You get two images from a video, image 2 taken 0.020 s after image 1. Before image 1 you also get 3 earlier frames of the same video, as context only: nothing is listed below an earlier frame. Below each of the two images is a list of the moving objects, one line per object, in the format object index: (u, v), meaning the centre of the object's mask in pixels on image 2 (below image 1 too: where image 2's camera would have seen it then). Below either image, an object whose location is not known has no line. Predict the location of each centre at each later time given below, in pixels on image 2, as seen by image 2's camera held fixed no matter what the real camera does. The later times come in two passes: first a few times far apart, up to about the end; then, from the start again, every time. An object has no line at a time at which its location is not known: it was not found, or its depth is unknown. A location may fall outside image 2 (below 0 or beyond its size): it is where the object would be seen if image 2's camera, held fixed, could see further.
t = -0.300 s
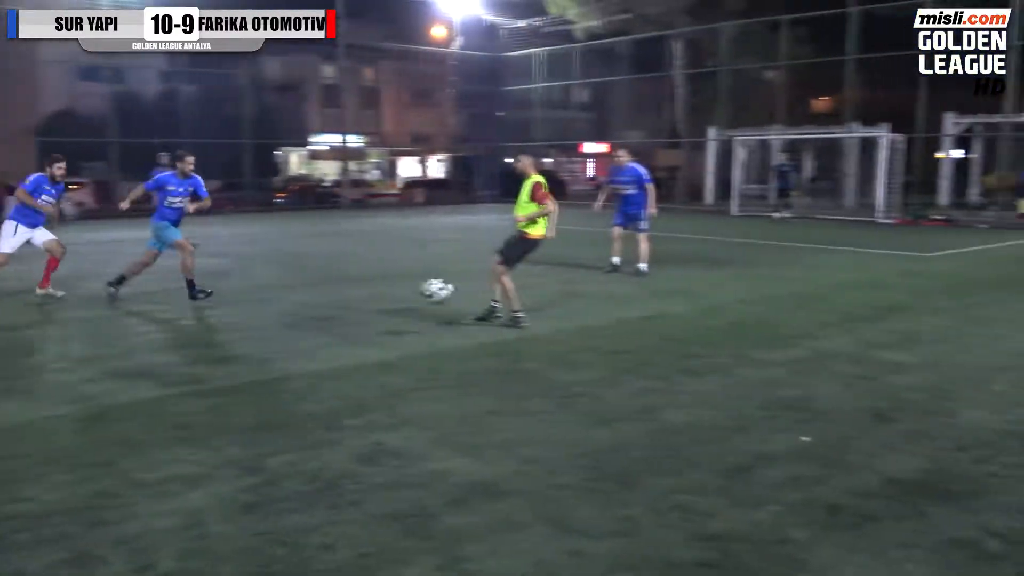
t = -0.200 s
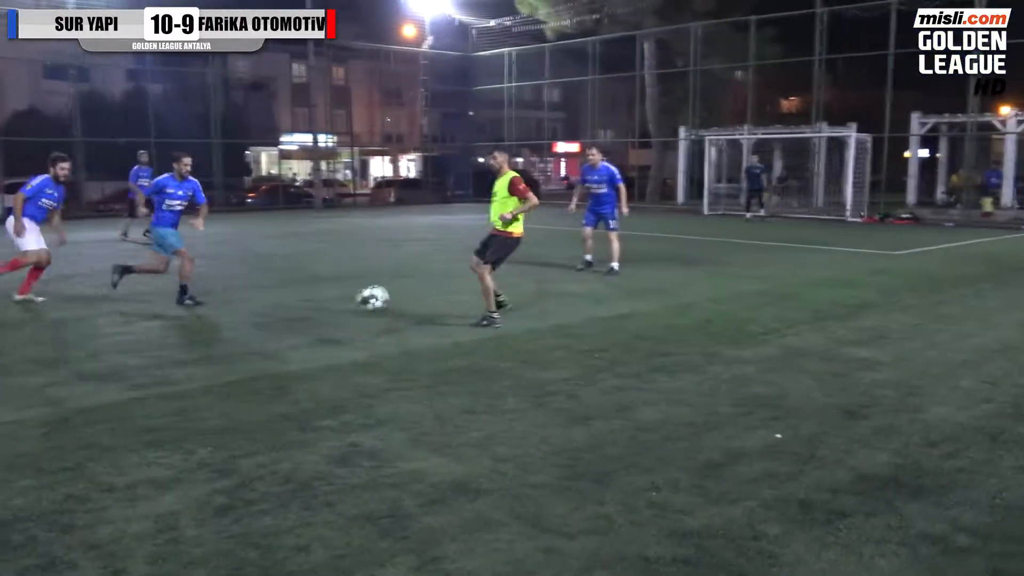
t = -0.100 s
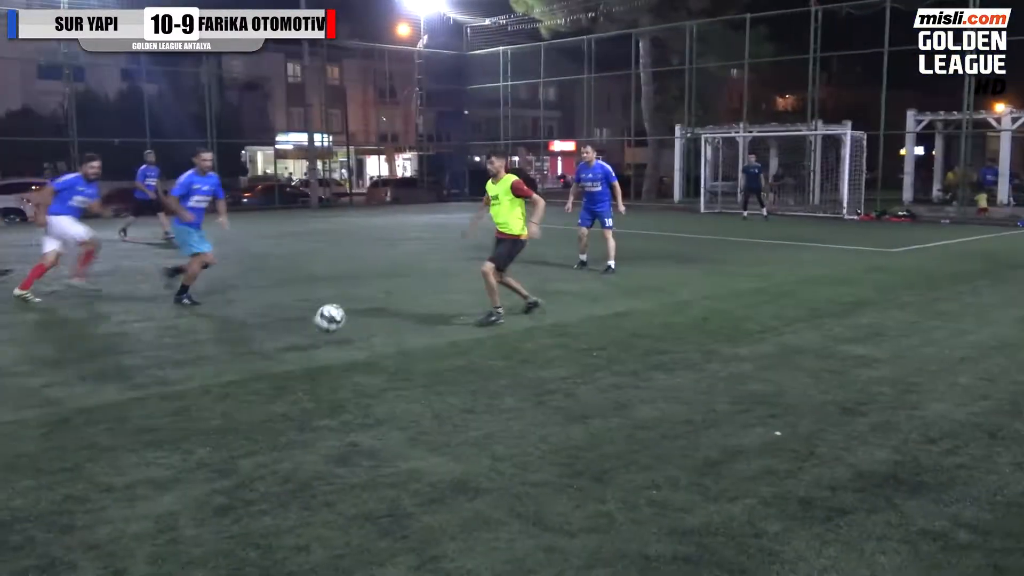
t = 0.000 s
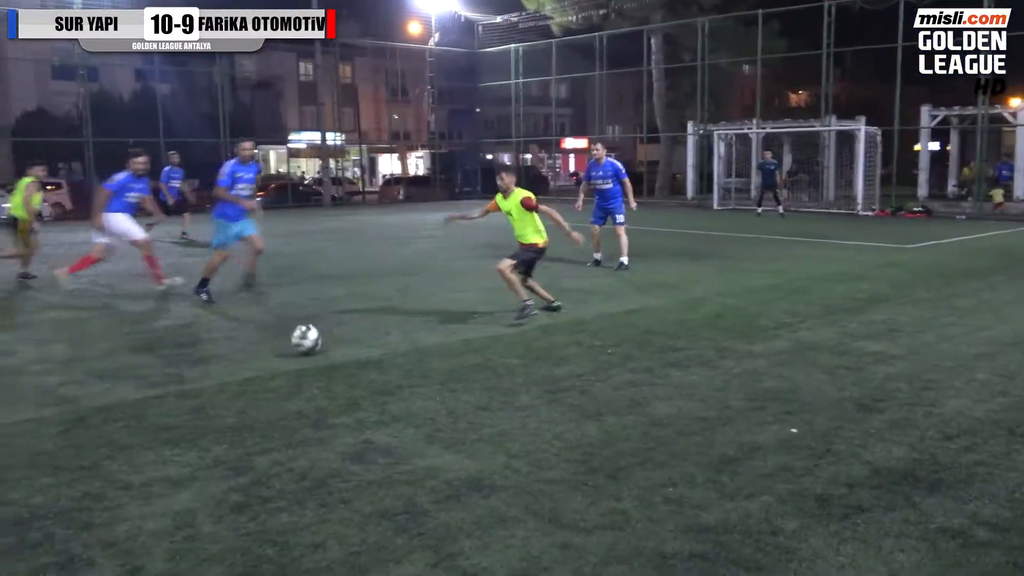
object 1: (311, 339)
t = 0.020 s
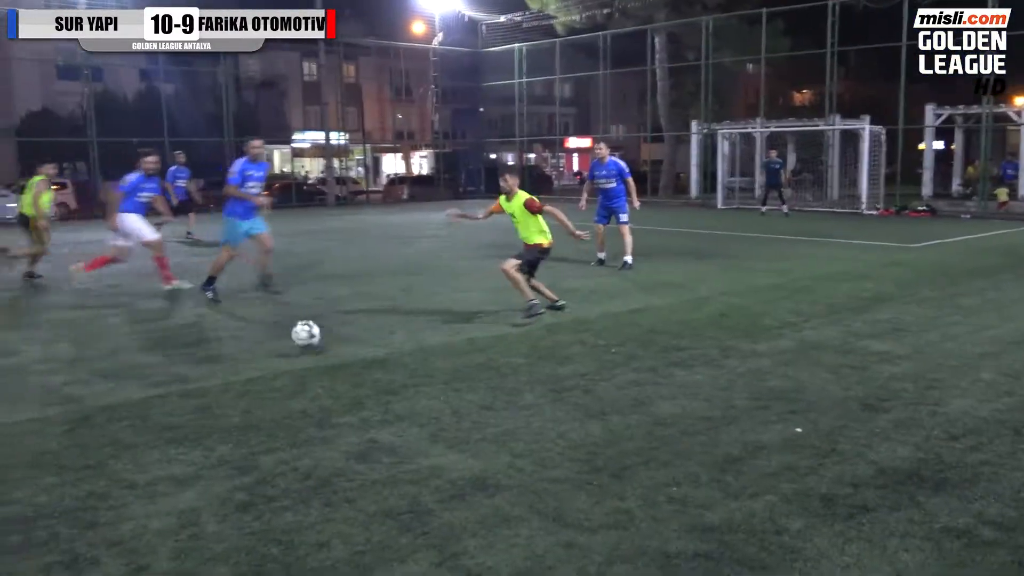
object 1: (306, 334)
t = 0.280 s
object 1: (248, 336)
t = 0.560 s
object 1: (178, 355)
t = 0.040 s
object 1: (302, 331)
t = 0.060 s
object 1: (297, 330)
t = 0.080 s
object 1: (293, 328)
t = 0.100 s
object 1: (288, 327)
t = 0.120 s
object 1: (284, 325)
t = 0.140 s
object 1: (279, 325)
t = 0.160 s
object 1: (275, 325)
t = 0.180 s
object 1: (271, 326)
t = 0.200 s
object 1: (266, 327)
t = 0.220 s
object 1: (262, 329)
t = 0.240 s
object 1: (256, 331)
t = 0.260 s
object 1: (252, 334)
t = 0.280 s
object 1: (248, 336)
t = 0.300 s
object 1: (243, 339)
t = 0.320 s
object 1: (239, 344)
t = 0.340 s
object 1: (235, 350)
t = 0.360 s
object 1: (229, 355)
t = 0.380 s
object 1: (225, 354)
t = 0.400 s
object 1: (219, 352)
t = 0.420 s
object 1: (215, 350)
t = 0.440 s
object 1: (210, 349)
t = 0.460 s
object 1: (204, 349)
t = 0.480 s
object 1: (198, 349)
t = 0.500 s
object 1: (194, 349)
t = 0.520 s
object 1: (188, 352)
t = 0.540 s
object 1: (183, 353)
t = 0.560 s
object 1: (178, 355)
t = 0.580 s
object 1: (172, 358)
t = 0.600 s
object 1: (168, 362)
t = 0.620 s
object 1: (162, 367)
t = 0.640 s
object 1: (157, 369)
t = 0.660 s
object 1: (151, 368)
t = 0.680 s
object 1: (147, 367)
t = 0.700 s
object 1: (141, 366)
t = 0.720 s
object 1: (136, 367)
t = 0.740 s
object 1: (130, 368)
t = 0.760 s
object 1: (125, 370)
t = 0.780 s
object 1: (120, 372)
